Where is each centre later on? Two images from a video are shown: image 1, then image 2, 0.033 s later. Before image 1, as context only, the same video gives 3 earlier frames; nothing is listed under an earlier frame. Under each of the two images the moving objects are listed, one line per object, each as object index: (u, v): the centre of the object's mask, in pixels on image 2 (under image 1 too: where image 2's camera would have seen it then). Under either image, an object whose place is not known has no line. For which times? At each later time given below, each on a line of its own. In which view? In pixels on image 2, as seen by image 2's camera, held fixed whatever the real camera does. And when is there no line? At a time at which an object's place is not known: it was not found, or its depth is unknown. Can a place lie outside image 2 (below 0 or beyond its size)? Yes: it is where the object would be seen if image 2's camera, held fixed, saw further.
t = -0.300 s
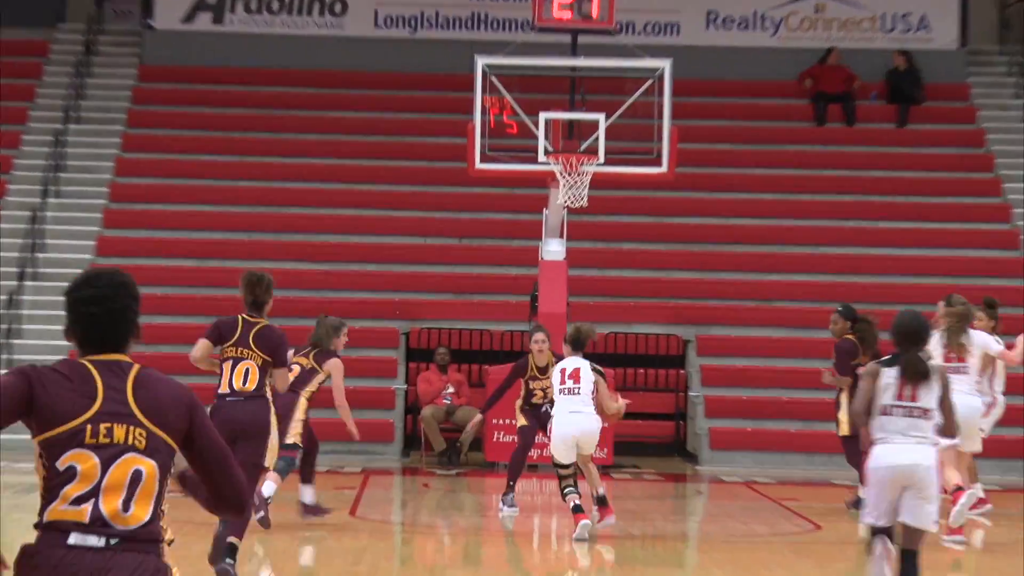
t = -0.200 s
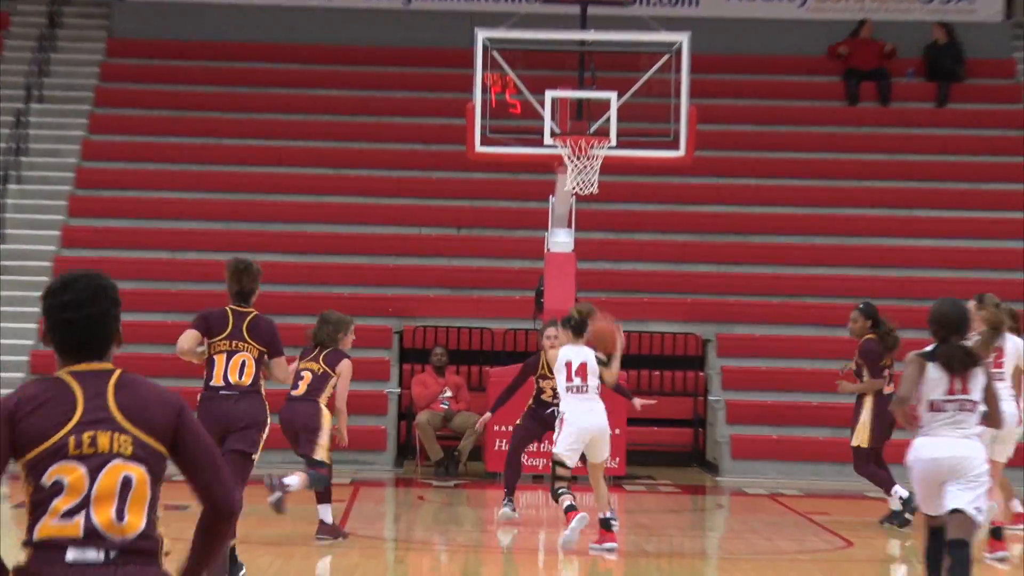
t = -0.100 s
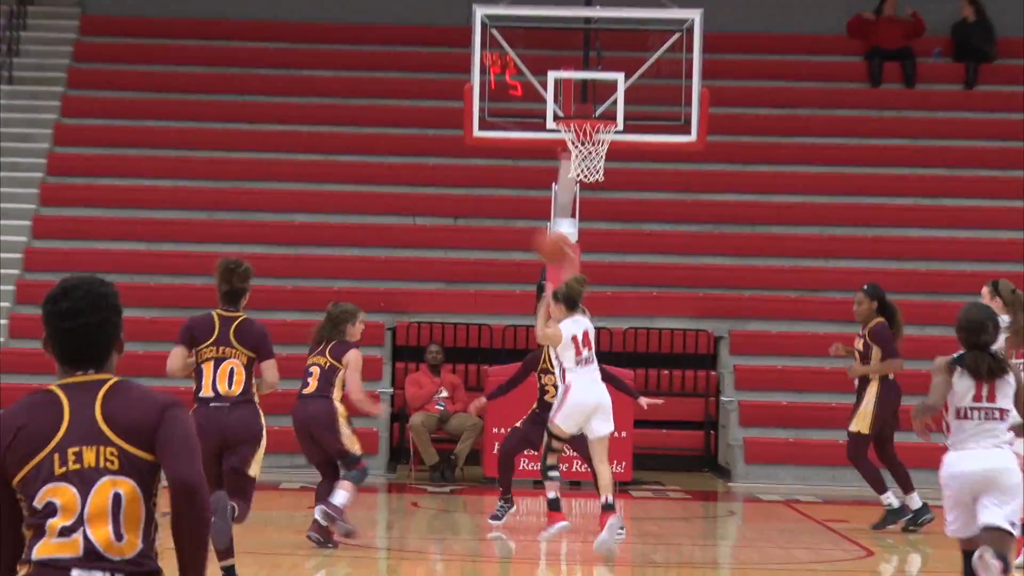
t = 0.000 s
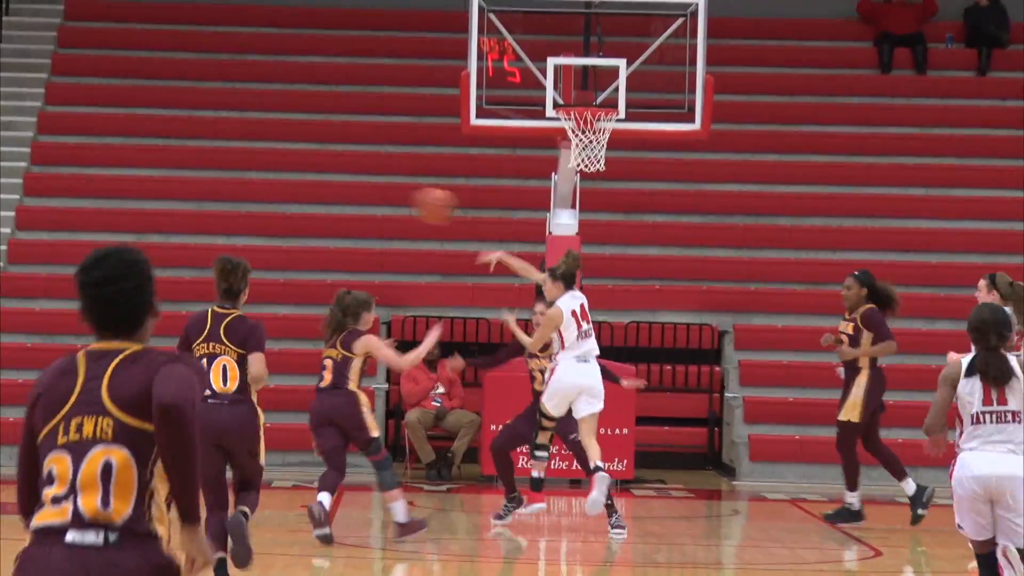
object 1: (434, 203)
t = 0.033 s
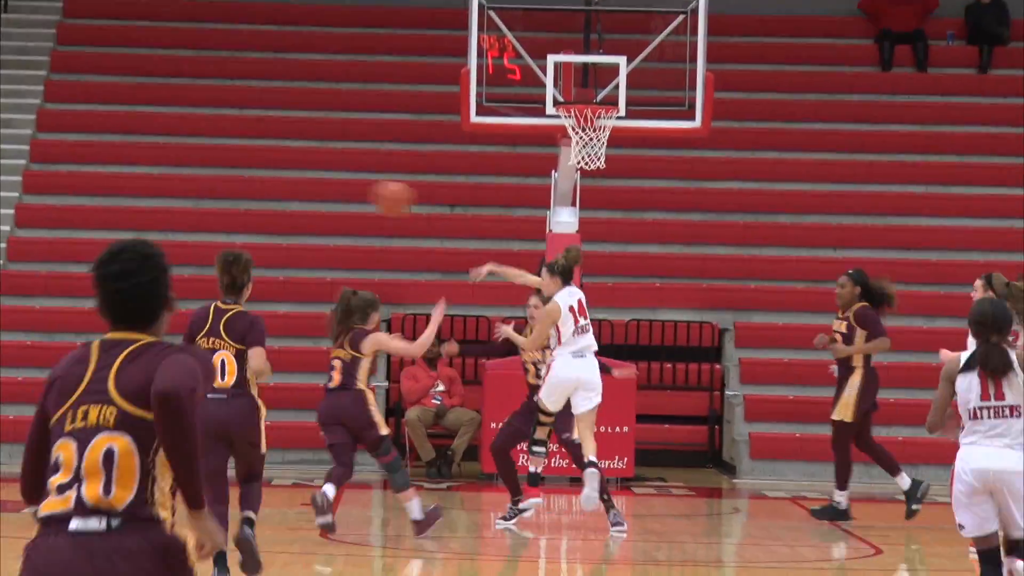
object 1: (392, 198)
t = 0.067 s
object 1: (351, 195)
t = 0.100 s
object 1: (309, 193)
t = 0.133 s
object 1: (269, 192)
